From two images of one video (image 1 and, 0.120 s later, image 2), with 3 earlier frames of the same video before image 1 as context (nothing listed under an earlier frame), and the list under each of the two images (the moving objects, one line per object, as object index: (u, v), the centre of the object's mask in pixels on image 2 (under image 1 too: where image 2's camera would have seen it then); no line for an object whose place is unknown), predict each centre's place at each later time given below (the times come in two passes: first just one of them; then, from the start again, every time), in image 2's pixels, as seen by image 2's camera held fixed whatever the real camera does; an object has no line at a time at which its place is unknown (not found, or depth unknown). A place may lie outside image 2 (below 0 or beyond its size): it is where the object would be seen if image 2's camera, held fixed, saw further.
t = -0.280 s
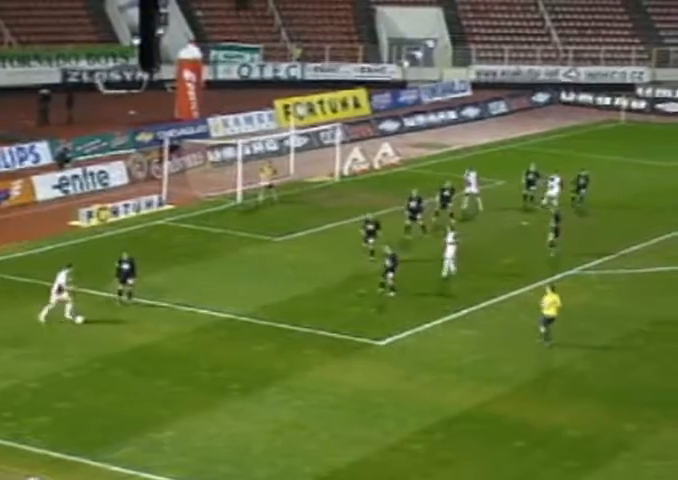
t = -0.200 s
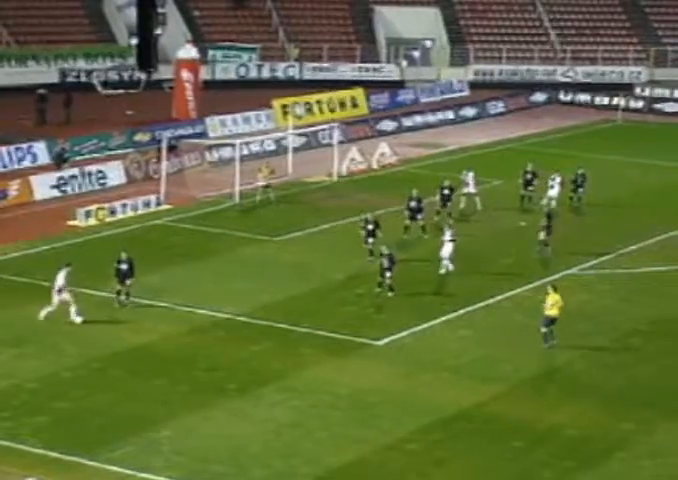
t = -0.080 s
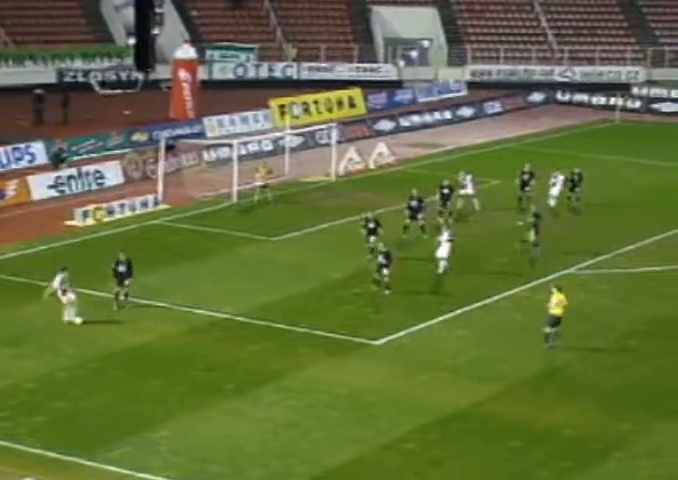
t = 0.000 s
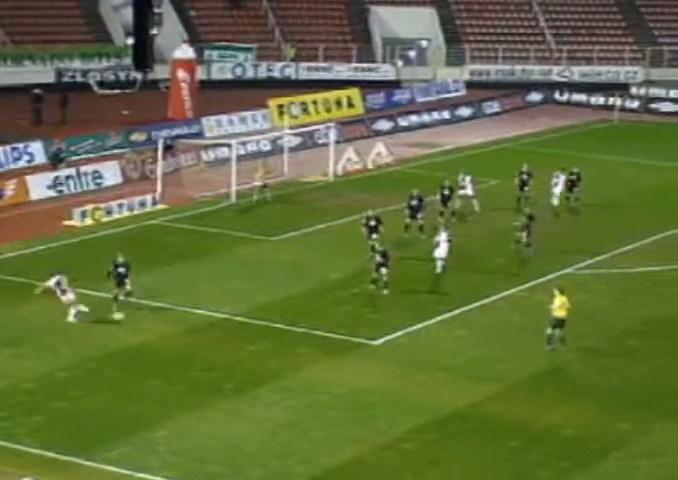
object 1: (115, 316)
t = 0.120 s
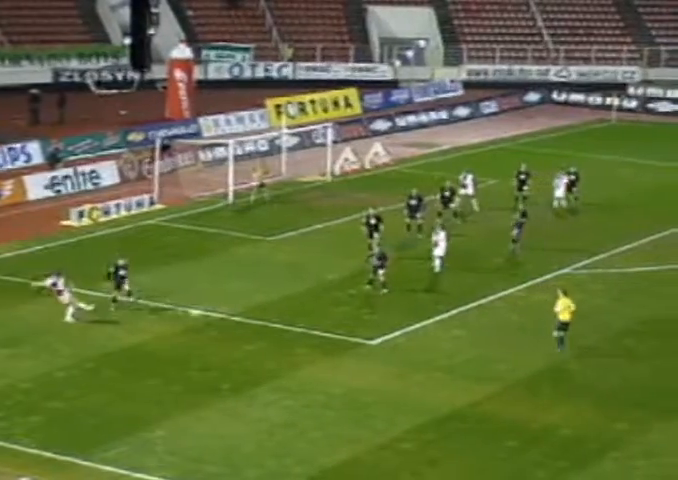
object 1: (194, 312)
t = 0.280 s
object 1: (294, 315)
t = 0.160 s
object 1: (221, 311)
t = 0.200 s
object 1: (246, 313)
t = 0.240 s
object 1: (270, 314)
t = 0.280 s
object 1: (294, 315)
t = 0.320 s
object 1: (318, 316)
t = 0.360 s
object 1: (337, 316)
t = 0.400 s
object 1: (359, 314)
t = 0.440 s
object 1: (378, 314)
